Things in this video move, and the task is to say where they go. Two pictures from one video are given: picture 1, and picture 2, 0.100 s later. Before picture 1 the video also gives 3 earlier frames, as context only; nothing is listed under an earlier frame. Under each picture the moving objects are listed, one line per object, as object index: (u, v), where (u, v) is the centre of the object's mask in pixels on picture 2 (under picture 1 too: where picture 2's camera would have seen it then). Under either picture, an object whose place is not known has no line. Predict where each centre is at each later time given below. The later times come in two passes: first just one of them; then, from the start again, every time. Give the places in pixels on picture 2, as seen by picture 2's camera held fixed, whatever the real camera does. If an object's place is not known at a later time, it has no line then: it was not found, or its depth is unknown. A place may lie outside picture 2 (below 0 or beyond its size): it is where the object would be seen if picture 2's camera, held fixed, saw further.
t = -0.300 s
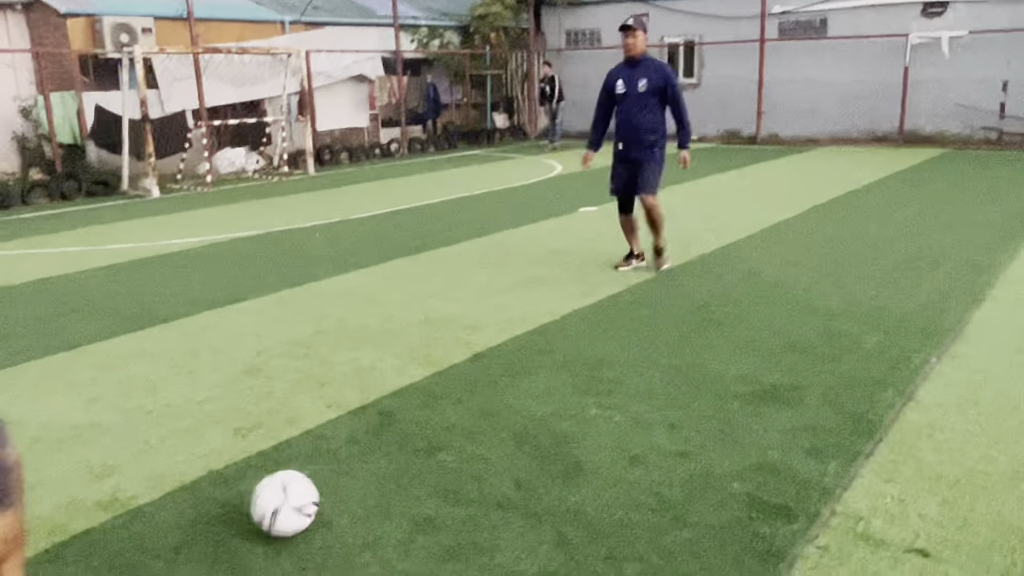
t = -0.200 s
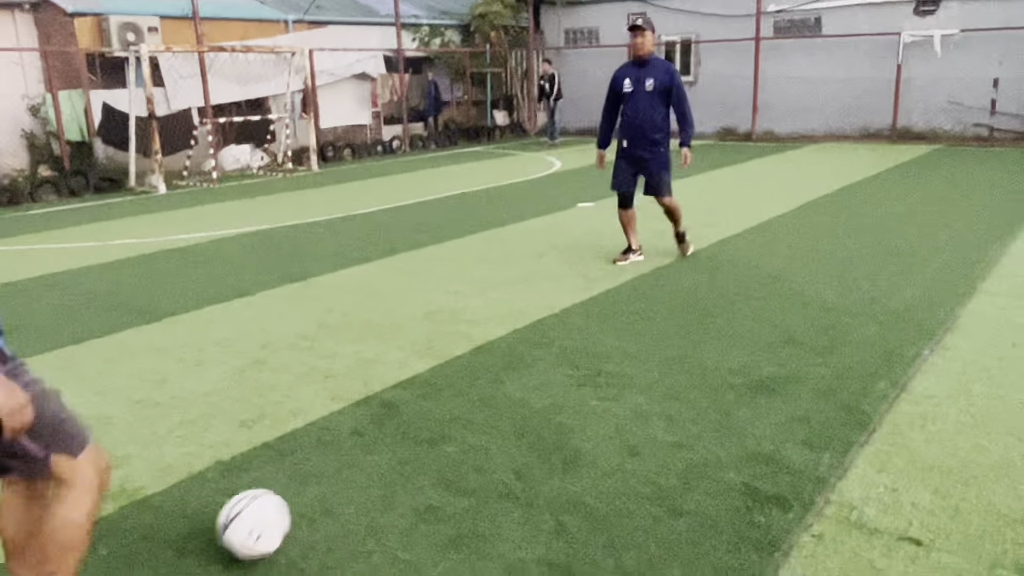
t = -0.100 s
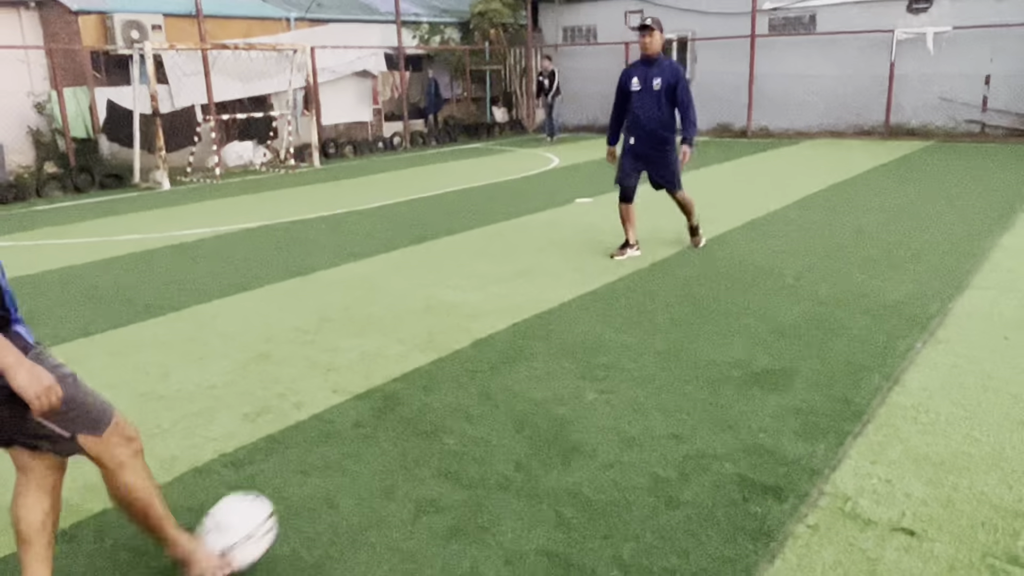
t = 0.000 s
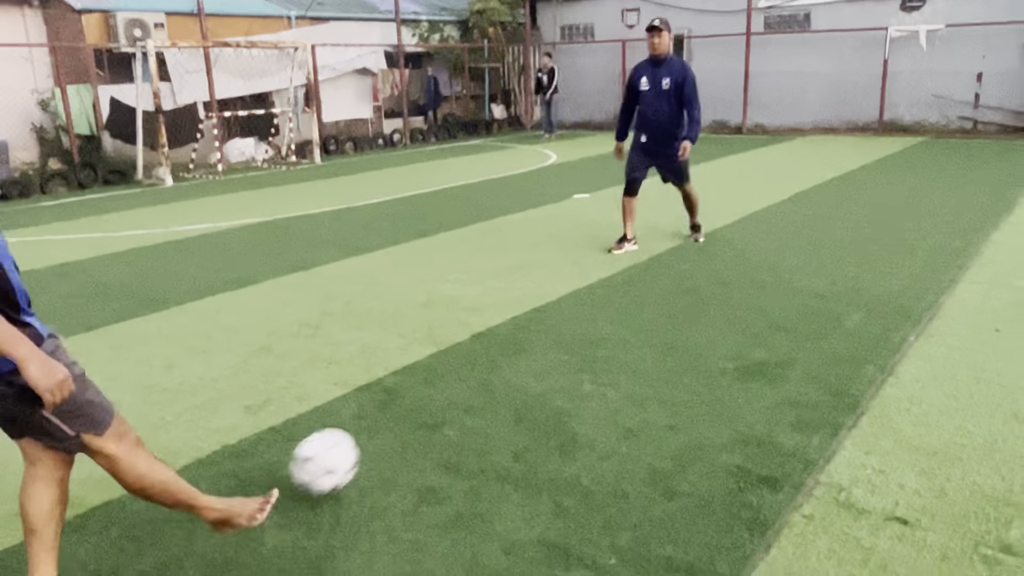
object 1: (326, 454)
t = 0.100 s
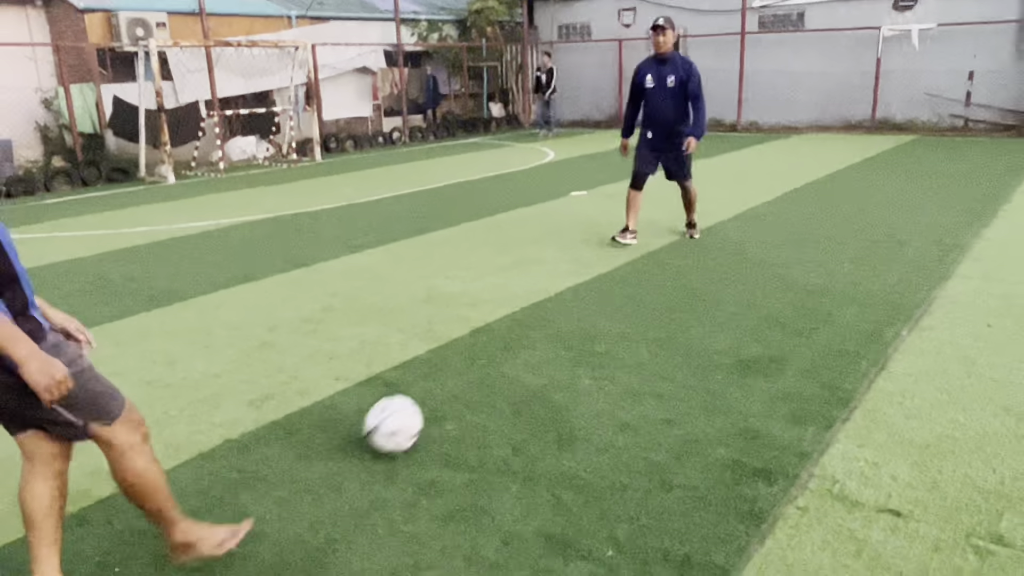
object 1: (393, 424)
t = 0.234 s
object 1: (453, 386)
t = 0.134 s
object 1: (410, 412)
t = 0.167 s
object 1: (426, 403)
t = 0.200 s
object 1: (441, 396)
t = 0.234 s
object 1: (453, 386)
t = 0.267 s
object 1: (465, 378)
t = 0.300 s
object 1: (475, 373)
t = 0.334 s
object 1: (486, 368)
